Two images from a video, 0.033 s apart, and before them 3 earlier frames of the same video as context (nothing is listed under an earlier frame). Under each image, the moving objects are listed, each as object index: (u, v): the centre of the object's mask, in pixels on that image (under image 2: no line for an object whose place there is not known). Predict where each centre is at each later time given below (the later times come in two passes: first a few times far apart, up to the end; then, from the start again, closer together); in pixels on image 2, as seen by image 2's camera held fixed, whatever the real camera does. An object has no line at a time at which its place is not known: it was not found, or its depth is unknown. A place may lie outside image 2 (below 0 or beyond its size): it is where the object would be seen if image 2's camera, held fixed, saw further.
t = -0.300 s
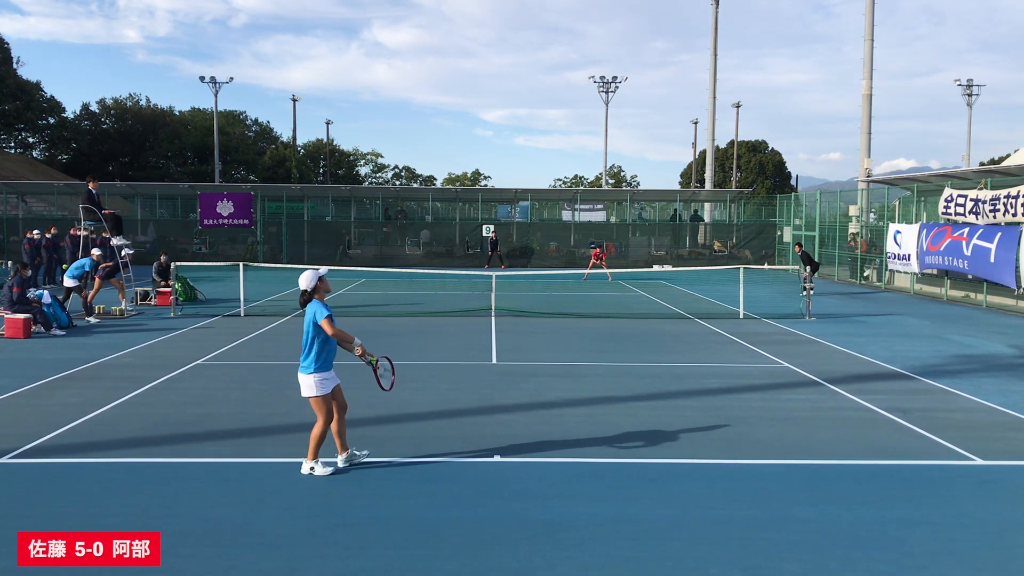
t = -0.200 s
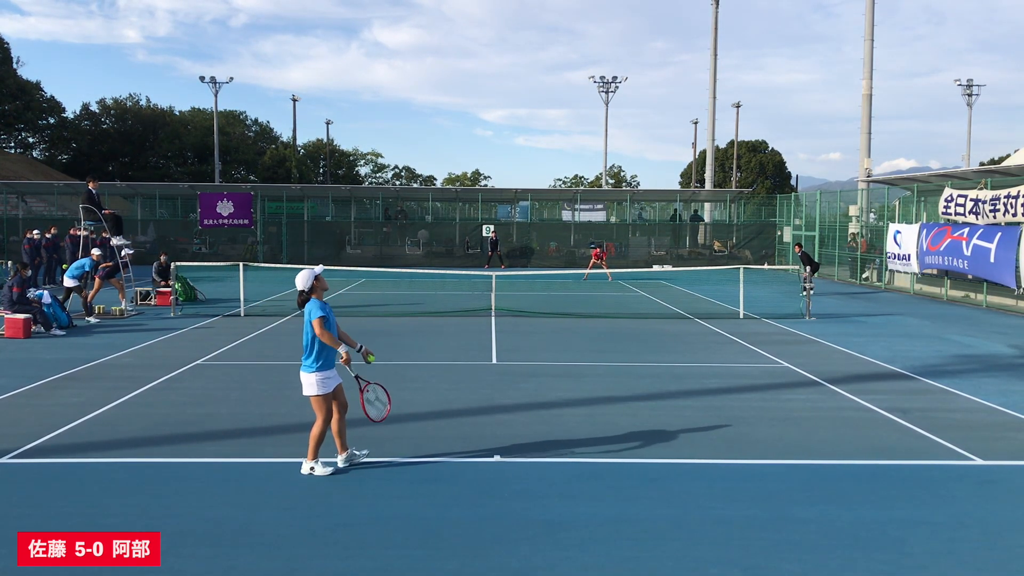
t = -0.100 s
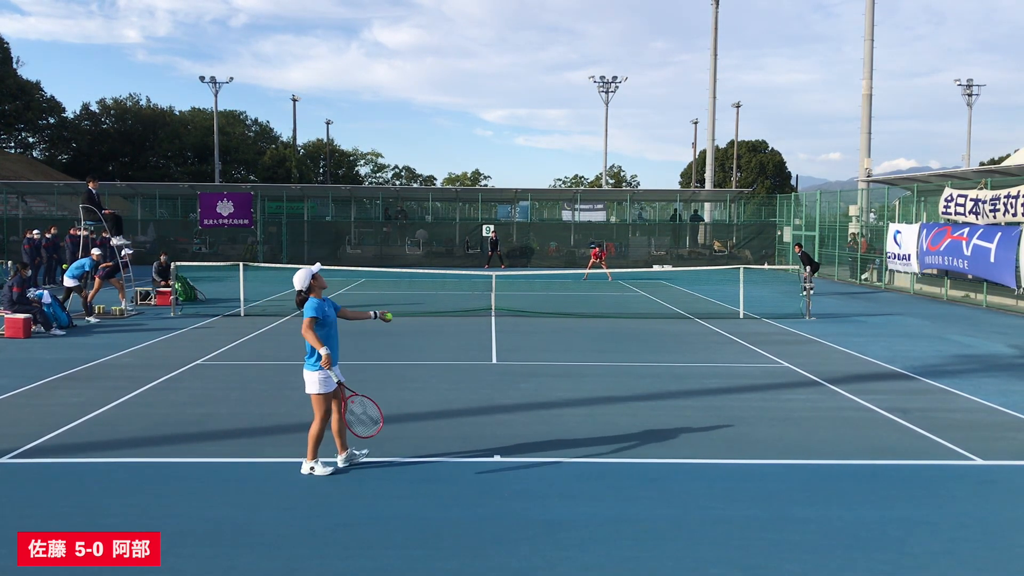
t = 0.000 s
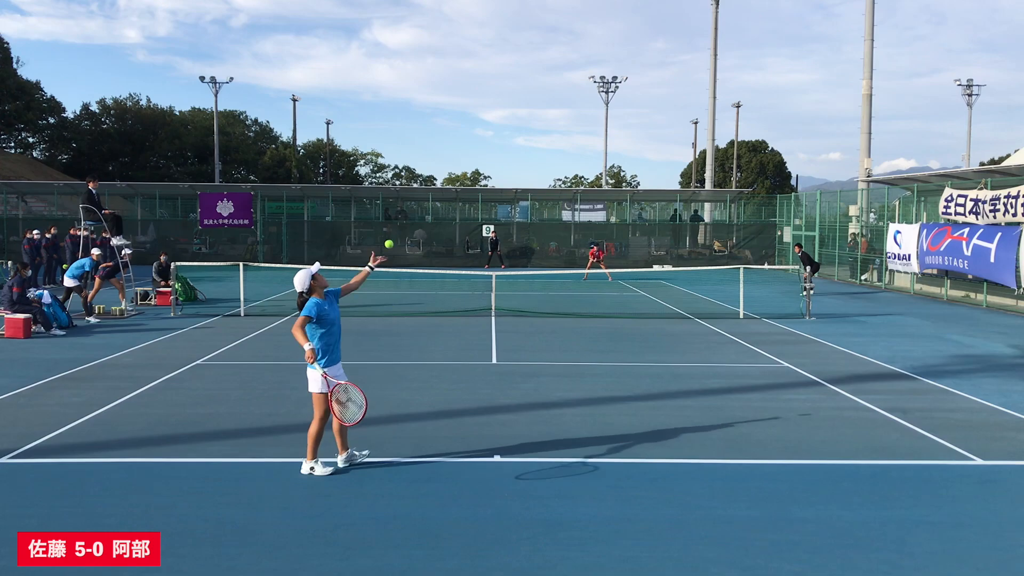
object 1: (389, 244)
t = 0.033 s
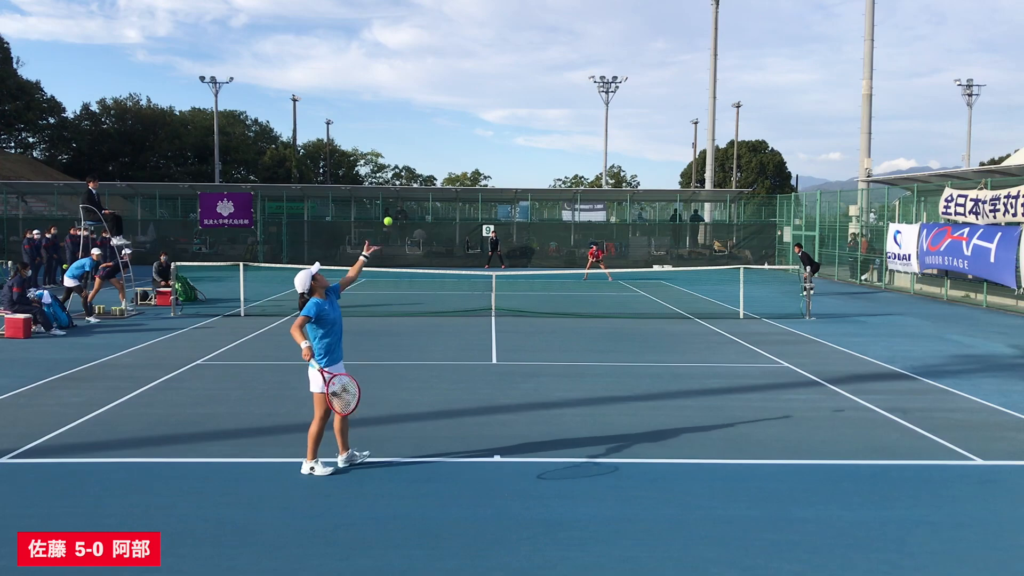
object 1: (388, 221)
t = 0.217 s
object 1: (381, 118)
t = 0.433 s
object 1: (374, 47)
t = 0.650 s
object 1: (367, 33)
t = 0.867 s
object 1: (360, 74)
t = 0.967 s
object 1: (357, 112)
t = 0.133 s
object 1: (384, 160)
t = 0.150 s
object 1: (384, 151)
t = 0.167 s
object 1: (383, 142)
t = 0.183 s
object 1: (383, 134)
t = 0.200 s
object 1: (382, 125)
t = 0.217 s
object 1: (381, 118)
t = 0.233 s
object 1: (381, 111)
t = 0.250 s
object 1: (380, 103)
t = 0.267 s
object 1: (380, 97)
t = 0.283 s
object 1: (379, 90)
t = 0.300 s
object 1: (379, 84)
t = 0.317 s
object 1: (378, 79)
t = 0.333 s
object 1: (378, 73)
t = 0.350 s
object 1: (377, 68)
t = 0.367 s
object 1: (377, 63)
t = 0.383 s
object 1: (376, 59)
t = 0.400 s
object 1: (376, 55)
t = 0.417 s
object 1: (375, 51)
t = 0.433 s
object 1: (374, 47)
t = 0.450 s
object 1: (374, 44)
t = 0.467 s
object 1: (373, 42)
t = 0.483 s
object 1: (373, 39)
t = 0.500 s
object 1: (372, 37)
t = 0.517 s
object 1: (372, 35)
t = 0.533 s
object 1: (371, 34)
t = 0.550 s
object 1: (370, 33)
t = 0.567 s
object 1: (370, 32)
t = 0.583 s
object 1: (369, 32)
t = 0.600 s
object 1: (369, 31)
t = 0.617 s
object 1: (369, 32)
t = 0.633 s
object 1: (368, 32)
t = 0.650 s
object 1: (367, 33)
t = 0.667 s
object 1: (367, 34)
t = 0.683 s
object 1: (366, 36)
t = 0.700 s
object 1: (366, 38)
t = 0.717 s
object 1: (366, 40)
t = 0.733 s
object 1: (365, 42)
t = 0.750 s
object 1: (364, 46)
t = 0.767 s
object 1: (364, 49)
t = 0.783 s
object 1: (363, 52)
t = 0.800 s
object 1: (363, 56)
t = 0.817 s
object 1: (362, 60)
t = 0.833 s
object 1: (362, 65)
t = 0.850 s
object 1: (361, 69)
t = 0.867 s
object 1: (360, 74)
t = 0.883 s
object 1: (360, 80)
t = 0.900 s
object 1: (359, 86)
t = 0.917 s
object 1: (359, 92)
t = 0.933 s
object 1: (358, 98)
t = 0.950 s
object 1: (357, 105)
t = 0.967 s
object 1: (357, 112)
